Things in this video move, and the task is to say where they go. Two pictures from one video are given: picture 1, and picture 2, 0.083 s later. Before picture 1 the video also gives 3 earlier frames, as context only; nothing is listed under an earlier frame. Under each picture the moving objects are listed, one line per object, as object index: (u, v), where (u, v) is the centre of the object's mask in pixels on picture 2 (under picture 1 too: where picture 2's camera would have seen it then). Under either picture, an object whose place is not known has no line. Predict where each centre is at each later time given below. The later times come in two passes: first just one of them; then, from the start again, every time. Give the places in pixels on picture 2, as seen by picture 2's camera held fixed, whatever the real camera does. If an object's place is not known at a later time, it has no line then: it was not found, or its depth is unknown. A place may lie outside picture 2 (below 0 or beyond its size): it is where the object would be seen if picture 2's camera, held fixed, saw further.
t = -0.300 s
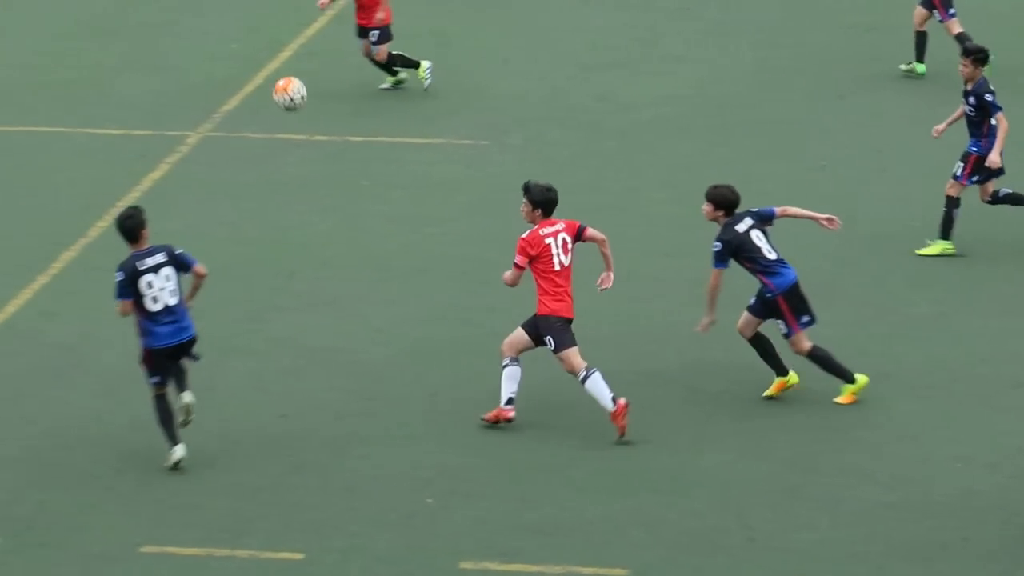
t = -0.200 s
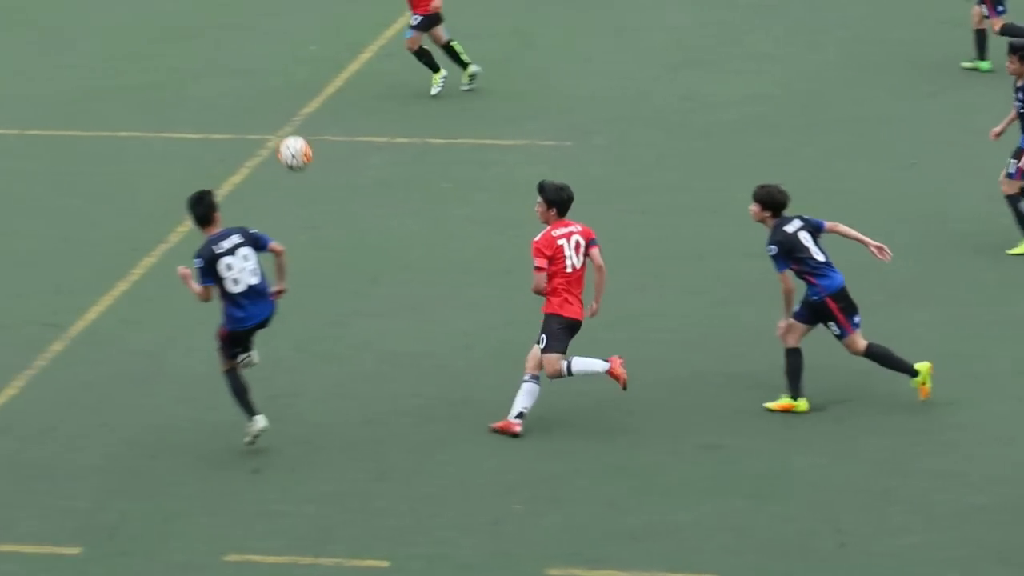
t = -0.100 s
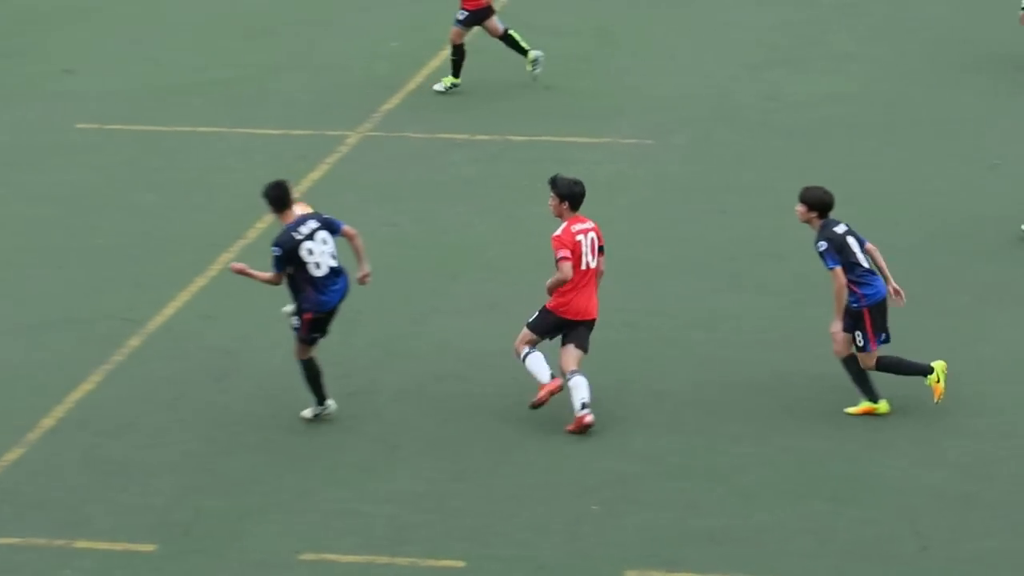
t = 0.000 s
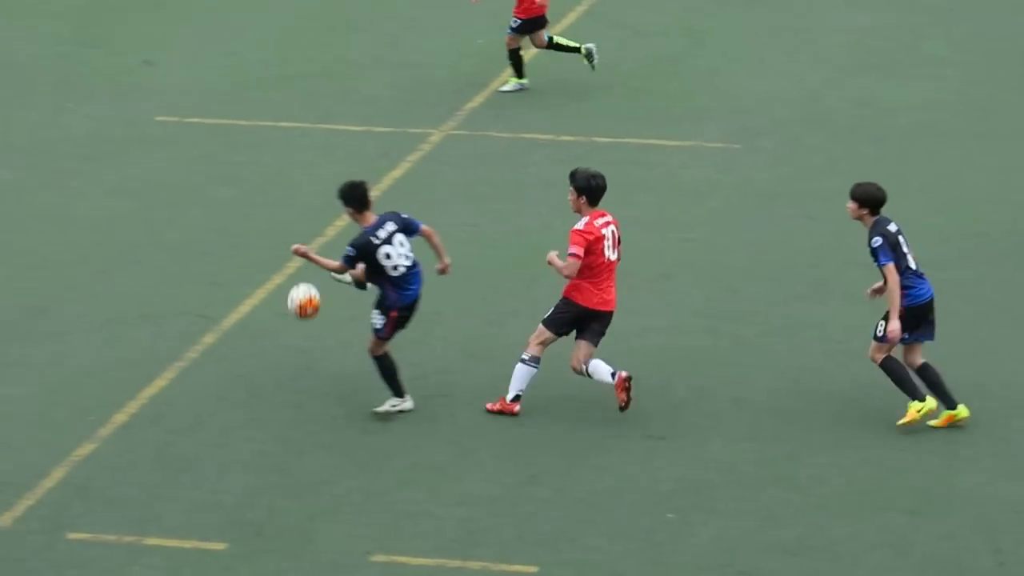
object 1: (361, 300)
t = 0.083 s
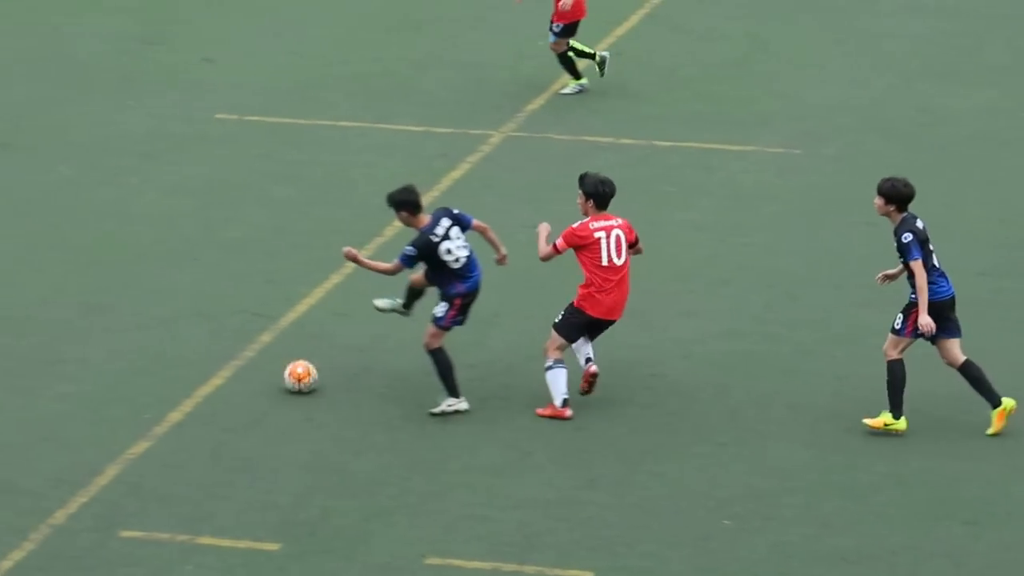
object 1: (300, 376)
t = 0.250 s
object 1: (225, 262)
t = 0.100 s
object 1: (293, 364)
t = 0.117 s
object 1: (285, 352)
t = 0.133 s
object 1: (278, 340)
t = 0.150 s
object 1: (270, 328)
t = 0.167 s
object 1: (263, 316)
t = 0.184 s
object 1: (256, 305)
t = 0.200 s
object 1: (249, 294)
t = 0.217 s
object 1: (241, 283)
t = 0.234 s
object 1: (233, 273)
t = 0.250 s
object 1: (225, 262)
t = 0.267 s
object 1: (218, 253)
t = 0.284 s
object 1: (210, 243)
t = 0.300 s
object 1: (202, 235)
